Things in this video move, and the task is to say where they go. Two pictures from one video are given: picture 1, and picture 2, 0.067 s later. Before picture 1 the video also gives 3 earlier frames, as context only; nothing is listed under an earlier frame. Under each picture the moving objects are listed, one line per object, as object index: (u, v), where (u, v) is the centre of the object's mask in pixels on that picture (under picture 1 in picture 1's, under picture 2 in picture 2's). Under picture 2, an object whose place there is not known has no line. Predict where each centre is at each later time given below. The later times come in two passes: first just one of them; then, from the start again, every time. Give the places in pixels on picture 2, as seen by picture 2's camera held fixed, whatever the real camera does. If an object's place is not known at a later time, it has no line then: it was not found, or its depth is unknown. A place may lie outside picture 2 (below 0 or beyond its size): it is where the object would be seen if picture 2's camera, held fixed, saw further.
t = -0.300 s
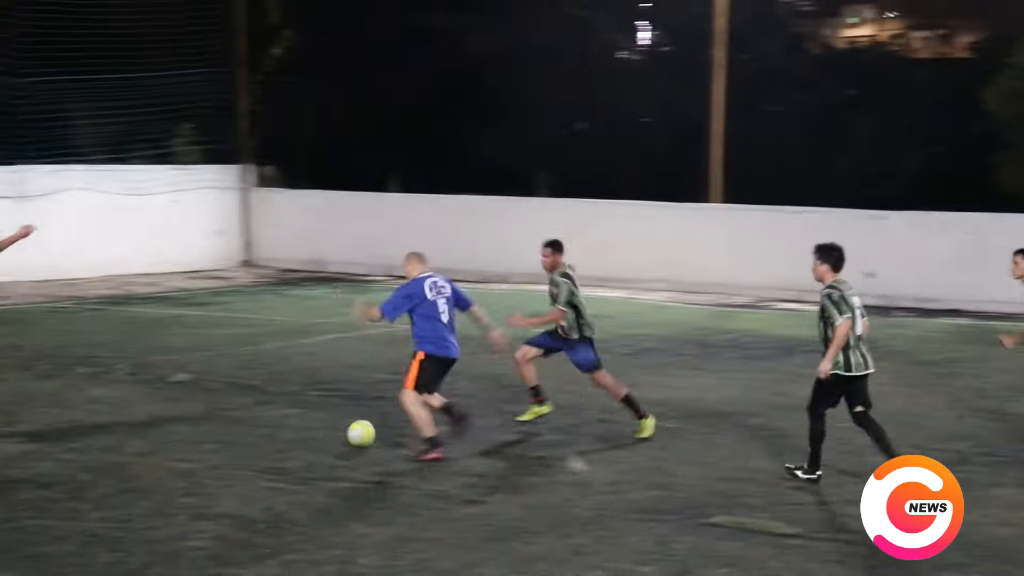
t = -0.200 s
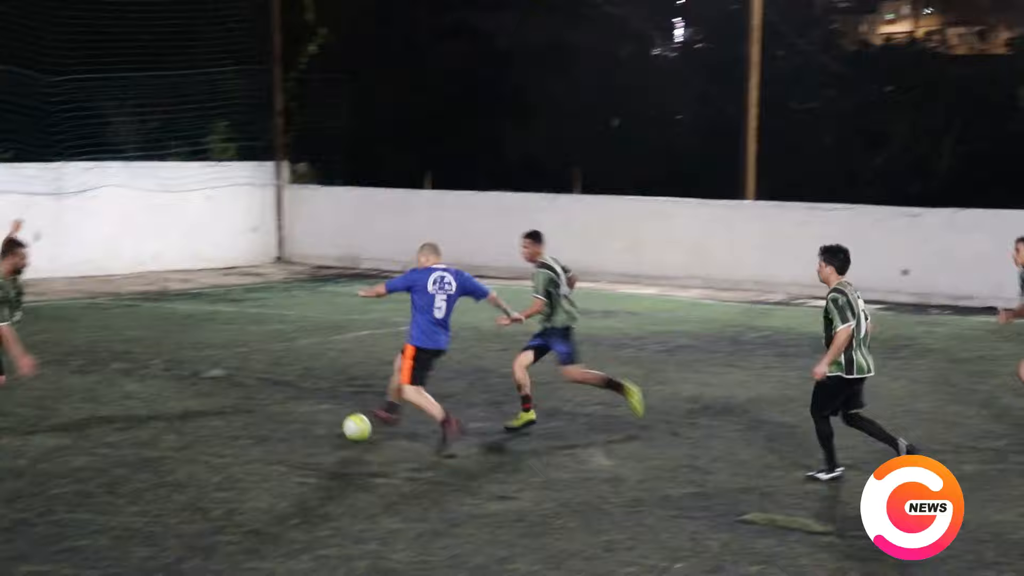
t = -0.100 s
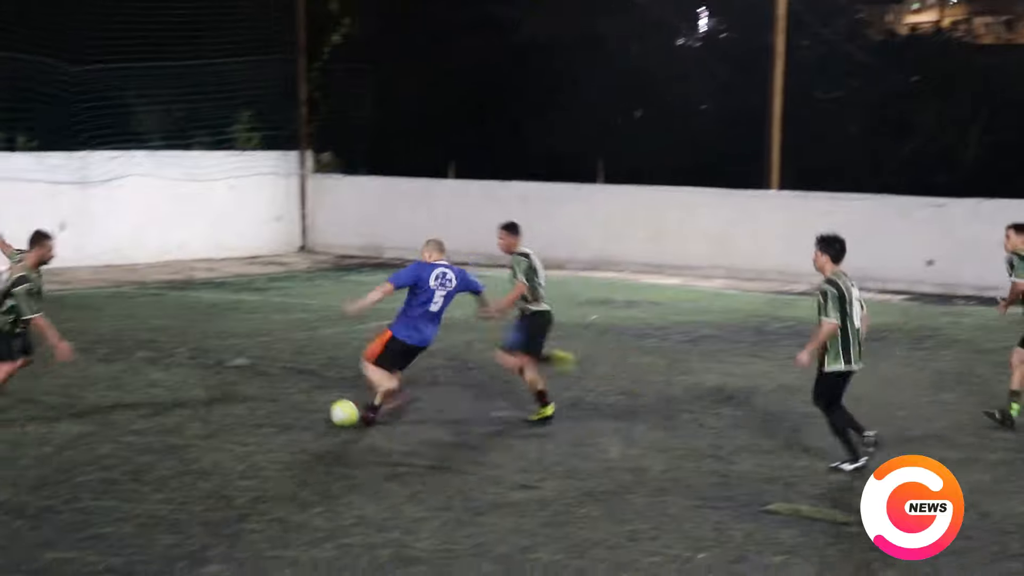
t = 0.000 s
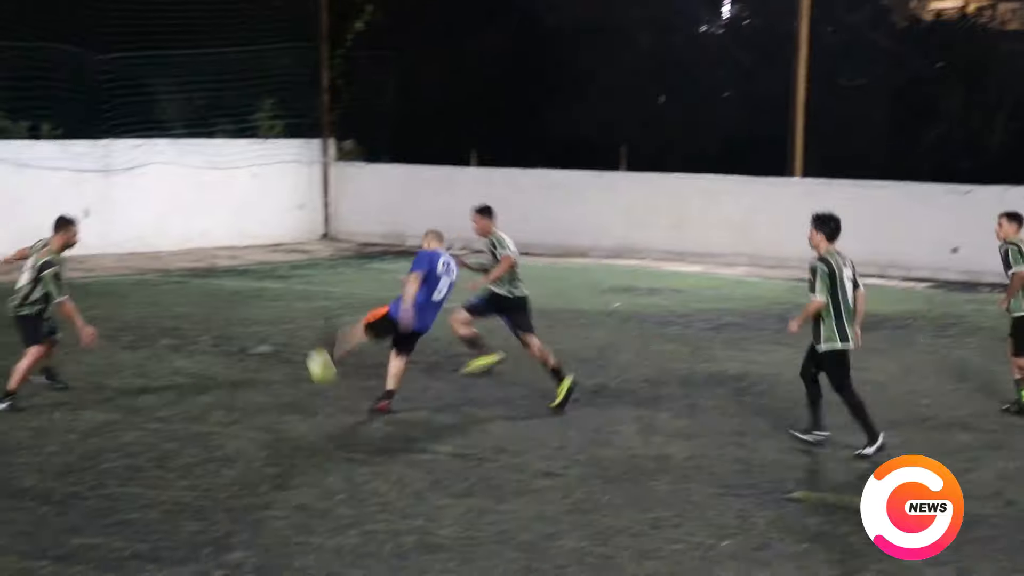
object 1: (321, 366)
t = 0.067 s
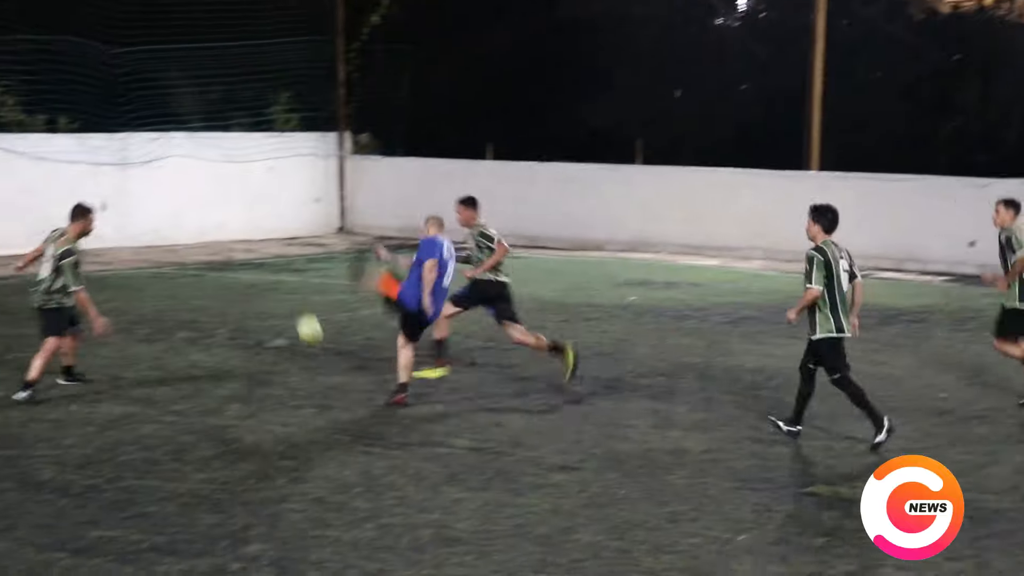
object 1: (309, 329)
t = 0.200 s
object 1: (266, 289)
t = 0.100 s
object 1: (296, 316)
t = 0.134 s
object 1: (285, 305)
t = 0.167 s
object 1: (276, 297)
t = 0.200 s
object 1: (266, 289)
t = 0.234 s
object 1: (259, 283)
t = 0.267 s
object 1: (252, 278)
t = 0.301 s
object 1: (246, 274)
